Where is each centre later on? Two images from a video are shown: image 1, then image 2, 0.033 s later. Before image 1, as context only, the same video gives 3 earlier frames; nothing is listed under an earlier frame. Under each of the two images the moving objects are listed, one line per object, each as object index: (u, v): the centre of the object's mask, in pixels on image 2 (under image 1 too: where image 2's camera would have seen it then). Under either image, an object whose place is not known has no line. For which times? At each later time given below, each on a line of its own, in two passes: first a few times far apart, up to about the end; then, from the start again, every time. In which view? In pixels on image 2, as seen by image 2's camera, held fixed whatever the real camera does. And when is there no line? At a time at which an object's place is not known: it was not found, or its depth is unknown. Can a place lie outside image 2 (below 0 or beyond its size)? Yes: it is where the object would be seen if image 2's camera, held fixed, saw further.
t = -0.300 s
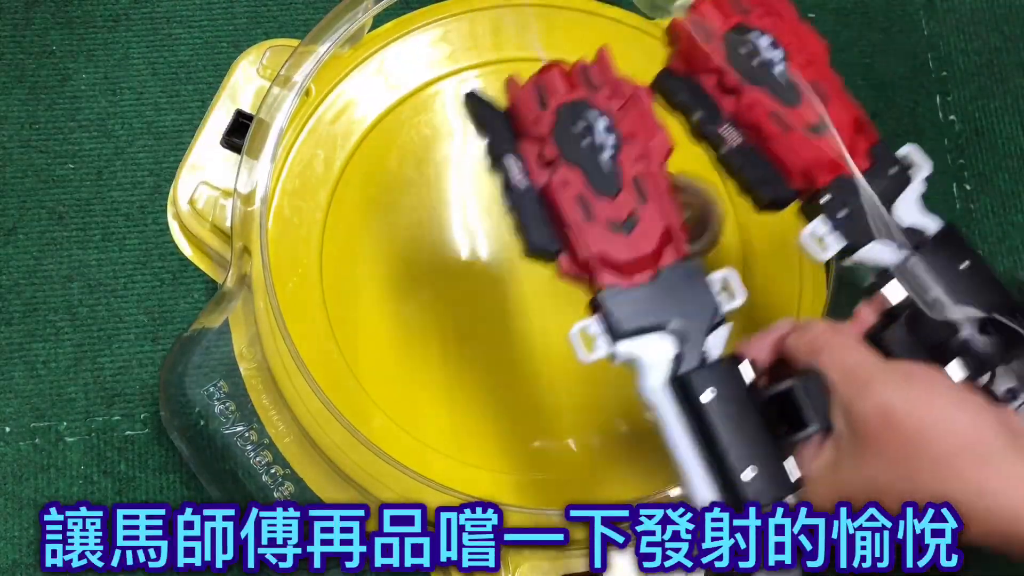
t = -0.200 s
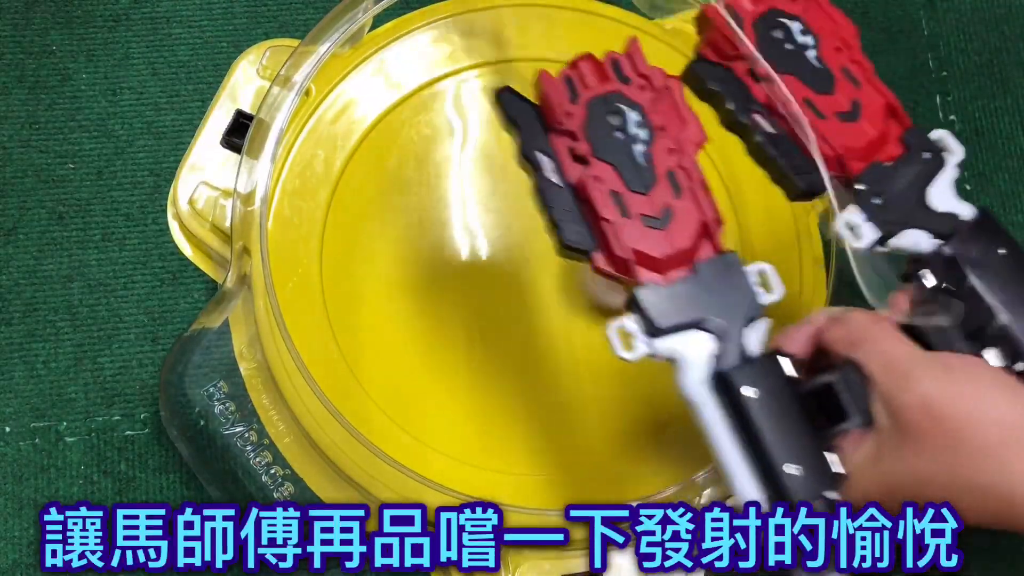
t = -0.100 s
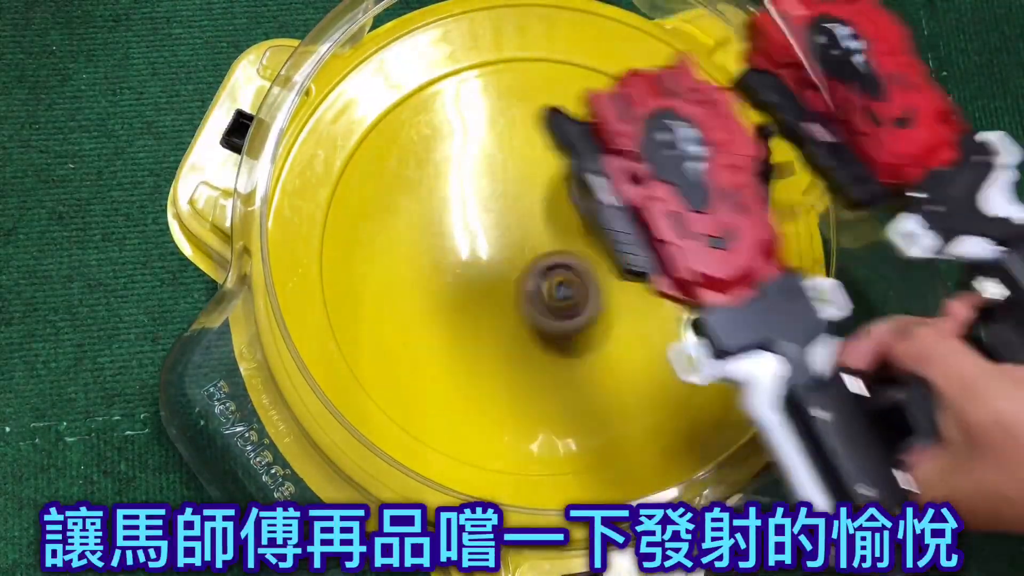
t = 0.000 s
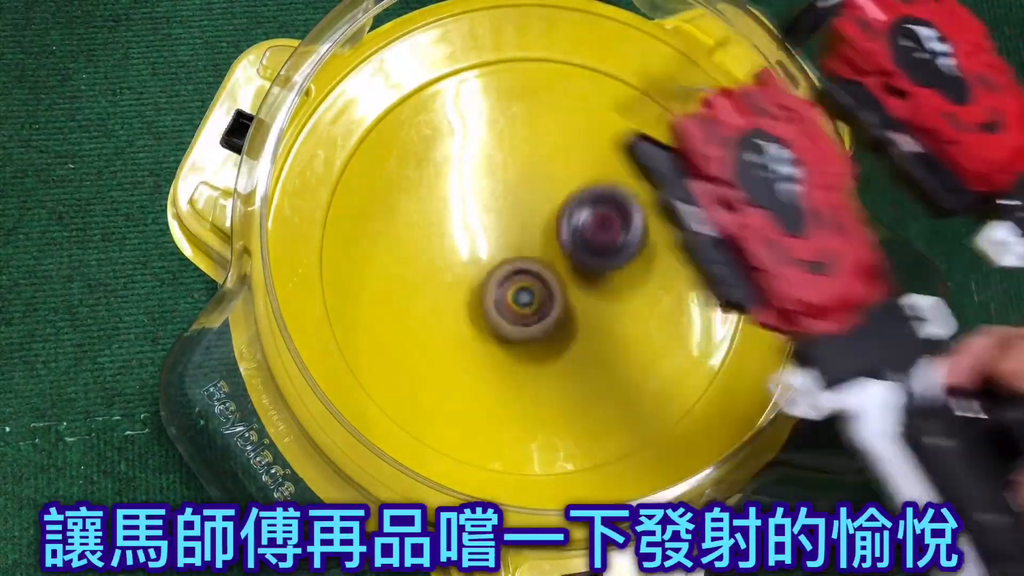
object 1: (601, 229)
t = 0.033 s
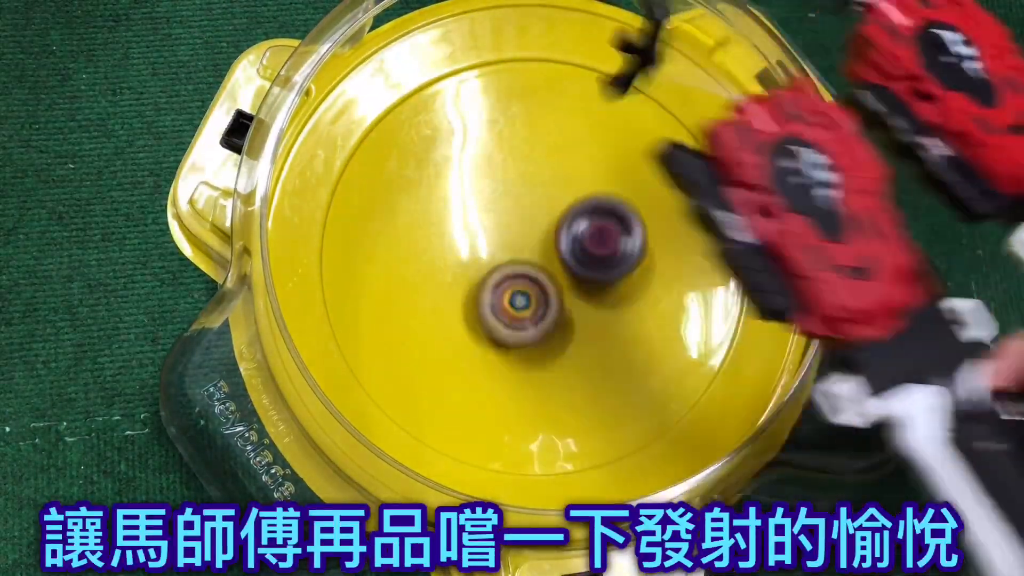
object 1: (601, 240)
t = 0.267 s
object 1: (578, 223)
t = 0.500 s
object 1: (627, 184)
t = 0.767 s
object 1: (576, 282)
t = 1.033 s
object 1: (654, 91)
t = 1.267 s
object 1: (646, 225)
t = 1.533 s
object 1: (601, 165)
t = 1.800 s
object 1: (649, 194)
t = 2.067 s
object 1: (533, 190)
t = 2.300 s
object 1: (551, 82)
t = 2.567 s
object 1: (647, 254)
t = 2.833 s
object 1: (448, 406)
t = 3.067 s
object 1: (331, 280)
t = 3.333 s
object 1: (451, 113)
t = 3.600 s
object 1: (536, 313)
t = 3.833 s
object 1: (402, 415)
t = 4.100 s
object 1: (392, 239)
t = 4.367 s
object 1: (585, 253)
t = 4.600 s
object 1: (622, 414)
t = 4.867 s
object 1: (427, 421)
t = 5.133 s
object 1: (417, 273)
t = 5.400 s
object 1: (603, 326)
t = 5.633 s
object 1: (615, 439)
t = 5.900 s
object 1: (490, 359)
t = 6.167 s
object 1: (579, 204)
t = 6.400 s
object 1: (622, 282)
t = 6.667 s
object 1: (487, 326)
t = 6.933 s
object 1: (468, 185)
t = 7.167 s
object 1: (595, 161)
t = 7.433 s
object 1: (630, 309)
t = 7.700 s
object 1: (513, 302)
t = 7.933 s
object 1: (499, 207)
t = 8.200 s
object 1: (600, 156)
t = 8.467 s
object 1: (616, 285)
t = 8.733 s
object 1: (554, 335)
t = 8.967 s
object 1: (496, 261)
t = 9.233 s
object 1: (626, 214)
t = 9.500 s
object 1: (657, 337)
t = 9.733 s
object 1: (516, 325)
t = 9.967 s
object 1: (472, 197)
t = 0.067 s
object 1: (599, 250)
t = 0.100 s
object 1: (595, 255)
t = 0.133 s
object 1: (590, 253)
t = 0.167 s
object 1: (586, 249)
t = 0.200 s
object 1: (581, 243)
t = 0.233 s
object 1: (579, 233)
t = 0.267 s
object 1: (578, 223)
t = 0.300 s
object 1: (579, 212)
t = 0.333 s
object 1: (582, 203)
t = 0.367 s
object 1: (588, 196)
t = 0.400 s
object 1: (596, 188)
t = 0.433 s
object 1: (606, 181)
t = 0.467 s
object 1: (617, 180)
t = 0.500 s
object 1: (627, 184)
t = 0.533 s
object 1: (636, 192)
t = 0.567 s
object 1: (643, 207)
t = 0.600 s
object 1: (644, 224)
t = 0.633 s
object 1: (640, 245)
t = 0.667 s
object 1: (628, 263)
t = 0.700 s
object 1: (610, 280)
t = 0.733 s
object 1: (585, 294)
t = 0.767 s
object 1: (576, 282)
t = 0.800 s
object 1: (584, 245)
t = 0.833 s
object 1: (591, 209)
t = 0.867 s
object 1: (601, 175)
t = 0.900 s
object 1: (613, 146)
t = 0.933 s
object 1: (625, 122)
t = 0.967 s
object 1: (636, 104)
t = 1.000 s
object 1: (647, 93)
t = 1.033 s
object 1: (654, 91)
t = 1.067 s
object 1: (653, 105)
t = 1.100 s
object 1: (652, 122)
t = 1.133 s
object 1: (650, 143)
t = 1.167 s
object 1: (649, 164)
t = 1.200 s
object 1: (650, 187)
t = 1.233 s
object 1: (650, 208)
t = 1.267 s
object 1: (646, 225)
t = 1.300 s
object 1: (635, 240)
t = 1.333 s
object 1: (620, 248)
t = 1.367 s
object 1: (616, 236)
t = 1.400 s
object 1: (611, 220)
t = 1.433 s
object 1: (606, 206)
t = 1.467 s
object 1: (602, 191)
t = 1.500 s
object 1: (600, 177)
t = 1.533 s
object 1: (601, 165)
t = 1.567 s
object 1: (604, 155)
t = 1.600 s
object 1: (610, 148)
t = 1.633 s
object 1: (617, 145)
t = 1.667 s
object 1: (628, 145)
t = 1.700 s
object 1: (638, 152)
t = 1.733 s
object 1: (647, 163)
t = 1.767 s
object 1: (651, 177)
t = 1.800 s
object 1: (649, 194)
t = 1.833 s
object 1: (640, 211)
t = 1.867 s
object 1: (623, 229)
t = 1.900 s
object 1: (601, 244)
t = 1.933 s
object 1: (576, 255)
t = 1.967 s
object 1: (568, 245)
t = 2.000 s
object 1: (558, 229)
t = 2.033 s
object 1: (546, 211)
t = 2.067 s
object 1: (533, 190)
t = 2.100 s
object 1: (524, 169)
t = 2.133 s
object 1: (517, 147)
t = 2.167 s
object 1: (515, 127)
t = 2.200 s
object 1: (517, 109)
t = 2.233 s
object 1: (524, 95)
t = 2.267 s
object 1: (536, 85)
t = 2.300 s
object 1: (551, 82)
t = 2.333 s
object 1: (569, 82)
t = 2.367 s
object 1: (590, 87)
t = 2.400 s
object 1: (610, 98)
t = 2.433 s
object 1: (629, 117)
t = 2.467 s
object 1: (645, 145)
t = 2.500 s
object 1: (653, 178)
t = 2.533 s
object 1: (652, 215)
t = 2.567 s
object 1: (647, 254)
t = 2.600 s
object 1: (637, 289)
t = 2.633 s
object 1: (620, 322)
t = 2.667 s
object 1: (599, 348)
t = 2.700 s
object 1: (572, 372)
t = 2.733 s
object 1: (541, 390)
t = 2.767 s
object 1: (509, 403)
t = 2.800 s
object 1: (477, 408)
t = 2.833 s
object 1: (448, 406)
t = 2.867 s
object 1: (418, 399)
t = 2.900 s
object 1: (395, 384)
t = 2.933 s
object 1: (374, 368)
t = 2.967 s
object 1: (360, 345)
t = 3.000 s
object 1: (348, 322)
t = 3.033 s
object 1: (339, 297)
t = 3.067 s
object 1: (331, 280)
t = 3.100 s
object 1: (330, 261)
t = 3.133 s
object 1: (334, 240)
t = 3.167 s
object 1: (345, 216)
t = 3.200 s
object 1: (358, 192)
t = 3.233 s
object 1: (375, 165)
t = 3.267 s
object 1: (395, 144)
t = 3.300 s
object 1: (422, 125)
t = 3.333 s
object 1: (451, 113)
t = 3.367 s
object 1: (483, 108)
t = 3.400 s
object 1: (518, 110)
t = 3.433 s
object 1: (557, 123)
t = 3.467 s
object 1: (566, 156)
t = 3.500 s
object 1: (565, 194)
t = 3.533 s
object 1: (559, 234)
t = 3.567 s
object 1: (551, 275)
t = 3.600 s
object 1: (536, 313)
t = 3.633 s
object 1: (519, 347)
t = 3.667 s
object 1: (499, 375)
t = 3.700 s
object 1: (478, 395)
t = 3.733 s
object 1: (457, 410)
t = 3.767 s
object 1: (438, 417)
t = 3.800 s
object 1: (419, 419)
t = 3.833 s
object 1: (402, 415)
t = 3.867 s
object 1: (391, 402)
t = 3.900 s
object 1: (384, 384)
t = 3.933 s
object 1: (379, 360)
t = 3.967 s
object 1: (377, 337)
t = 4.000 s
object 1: (377, 312)
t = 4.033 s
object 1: (381, 286)
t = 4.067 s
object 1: (384, 260)
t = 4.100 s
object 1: (392, 239)
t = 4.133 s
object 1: (403, 221)
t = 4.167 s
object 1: (421, 209)
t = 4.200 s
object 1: (445, 203)
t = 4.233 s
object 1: (472, 203)
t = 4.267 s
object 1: (501, 207)
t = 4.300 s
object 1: (530, 218)
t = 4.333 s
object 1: (559, 234)
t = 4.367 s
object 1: (585, 253)
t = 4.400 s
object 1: (607, 276)
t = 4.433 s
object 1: (625, 301)
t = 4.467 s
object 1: (635, 327)
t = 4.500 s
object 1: (640, 352)
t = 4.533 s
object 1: (638, 374)
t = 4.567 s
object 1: (632, 397)
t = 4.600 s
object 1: (622, 414)
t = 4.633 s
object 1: (606, 429)
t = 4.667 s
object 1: (585, 440)
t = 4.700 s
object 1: (560, 448)
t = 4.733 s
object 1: (535, 453)
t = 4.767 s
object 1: (509, 454)
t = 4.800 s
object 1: (482, 449)
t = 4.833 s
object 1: (454, 438)
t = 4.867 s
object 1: (427, 421)
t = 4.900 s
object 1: (407, 412)
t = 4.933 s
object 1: (396, 394)
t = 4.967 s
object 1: (387, 371)
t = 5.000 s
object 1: (381, 346)
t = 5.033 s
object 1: (382, 320)
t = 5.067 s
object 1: (389, 300)
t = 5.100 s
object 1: (399, 284)
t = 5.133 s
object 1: (417, 273)
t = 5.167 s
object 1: (439, 271)
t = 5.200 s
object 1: (464, 272)
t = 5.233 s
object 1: (490, 275)
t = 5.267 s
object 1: (516, 280)
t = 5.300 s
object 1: (539, 288)
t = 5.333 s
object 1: (564, 299)
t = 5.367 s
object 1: (583, 312)
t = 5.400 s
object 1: (603, 326)
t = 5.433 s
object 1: (617, 342)
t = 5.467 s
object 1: (628, 359)
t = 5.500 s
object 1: (634, 376)
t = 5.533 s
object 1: (636, 394)
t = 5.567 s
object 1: (633, 411)
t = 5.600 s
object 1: (626, 426)
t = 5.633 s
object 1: (615, 439)
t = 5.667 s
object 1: (601, 449)
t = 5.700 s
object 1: (581, 449)
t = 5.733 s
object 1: (560, 447)
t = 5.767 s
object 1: (540, 441)
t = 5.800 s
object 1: (521, 427)
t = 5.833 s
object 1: (506, 408)
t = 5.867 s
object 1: (495, 384)
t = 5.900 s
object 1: (490, 359)
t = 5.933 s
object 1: (490, 334)
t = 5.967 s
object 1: (494, 308)
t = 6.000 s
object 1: (504, 283)
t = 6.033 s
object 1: (517, 258)
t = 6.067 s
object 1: (532, 236)
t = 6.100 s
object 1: (551, 219)
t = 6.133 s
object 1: (573, 203)
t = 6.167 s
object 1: (579, 204)
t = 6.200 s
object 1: (581, 210)
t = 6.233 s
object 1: (586, 217)
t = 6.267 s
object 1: (593, 223)
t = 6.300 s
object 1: (603, 230)
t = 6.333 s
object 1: (614, 237)
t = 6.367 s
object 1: (622, 259)
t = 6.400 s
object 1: (622, 282)
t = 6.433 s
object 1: (617, 303)
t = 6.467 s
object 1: (605, 321)
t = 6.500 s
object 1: (588, 334)
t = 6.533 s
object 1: (568, 342)
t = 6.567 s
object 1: (547, 346)
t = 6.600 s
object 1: (525, 344)
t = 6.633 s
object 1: (505, 337)
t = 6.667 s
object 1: (487, 326)
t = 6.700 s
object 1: (472, 313)
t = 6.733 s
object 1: (460, 295)
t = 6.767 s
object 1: (451, 277)
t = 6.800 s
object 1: (448, 258)
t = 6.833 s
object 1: (448, 239)
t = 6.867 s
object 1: (451, 219)
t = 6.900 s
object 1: (458, 201)
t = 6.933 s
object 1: (468, 185)
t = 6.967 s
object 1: (482, 171)
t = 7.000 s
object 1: (498, 160)
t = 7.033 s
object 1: (516, 153)
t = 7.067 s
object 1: (535, 149)
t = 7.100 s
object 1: (556, 150)
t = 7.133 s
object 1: (575, 153)
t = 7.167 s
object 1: (595, 161)
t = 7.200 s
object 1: (612, 173)
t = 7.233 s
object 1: (626, 188)
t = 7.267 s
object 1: (637, 207)
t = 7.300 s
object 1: (645, 227)
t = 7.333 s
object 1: (648, 248)
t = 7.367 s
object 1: (646, 270)
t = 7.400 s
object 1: (640, 291)
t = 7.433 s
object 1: (630, 309)
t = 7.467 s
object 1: (616, 327)
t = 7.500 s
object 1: (600, 340)
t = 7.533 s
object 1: (580, 350)
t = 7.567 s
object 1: (568, 347)
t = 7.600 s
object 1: (555, 336)
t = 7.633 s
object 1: (541, 326)
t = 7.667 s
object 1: (527, 316)
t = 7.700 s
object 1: (513, 302)
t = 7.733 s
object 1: (504, 289)
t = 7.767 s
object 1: (496, 274)
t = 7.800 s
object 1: (492, 259)
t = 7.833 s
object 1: (490, 244)
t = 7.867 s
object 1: (491, 229)
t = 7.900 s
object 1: (494, 217)
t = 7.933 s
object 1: (499, 207)
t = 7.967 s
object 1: (505, 199)
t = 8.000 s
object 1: (514, 189)
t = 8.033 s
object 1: (526, 178)
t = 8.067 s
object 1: (538, 169)
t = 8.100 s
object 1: (552, 162)
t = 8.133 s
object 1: (566, 157)
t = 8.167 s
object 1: (583, 154)
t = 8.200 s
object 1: (600, 156)
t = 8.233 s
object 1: (617, 161)
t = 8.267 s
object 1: (631, 173)
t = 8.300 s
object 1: (641, 188)
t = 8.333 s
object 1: (647, 207)
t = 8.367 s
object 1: (648, 229)
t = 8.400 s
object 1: (642, 250)
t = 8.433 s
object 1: (631, 269)
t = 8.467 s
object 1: (616, 285)
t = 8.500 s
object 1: (598, 299)
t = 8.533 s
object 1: (577, 308)
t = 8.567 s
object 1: (559, 313)
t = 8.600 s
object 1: (564, 319)
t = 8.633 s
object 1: (570, 325)
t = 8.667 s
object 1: (570, 329)
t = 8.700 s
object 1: (565, 332)
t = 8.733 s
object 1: (554, 335)
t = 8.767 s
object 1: (540, 335)
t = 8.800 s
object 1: (525, 330)
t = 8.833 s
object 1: (512, 321)
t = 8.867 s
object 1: (502, 309)
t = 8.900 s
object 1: (496, 294)
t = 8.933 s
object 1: (494, 278)
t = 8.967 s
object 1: (496, 261)
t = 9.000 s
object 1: (501, 245)
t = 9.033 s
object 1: (509, 230)
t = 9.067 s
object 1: (521, 219)
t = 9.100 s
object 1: (546, 210)
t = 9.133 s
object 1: (569, 206)
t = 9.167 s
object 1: (590, 205)
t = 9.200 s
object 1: (609, 208)
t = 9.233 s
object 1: (626, 214)
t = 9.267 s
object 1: (641, 224)
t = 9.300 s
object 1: (655, 236)
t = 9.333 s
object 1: (667, 250)
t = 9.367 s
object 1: (675, 266)
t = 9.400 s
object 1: (678, 284)
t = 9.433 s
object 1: (676, 303)
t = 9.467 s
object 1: (669, 321)
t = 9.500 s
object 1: (657, 337)
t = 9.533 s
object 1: (640, 349)
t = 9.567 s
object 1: (620, 356)
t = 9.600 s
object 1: (599, 358)
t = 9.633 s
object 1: (576, 356)
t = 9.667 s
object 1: (554, 349)
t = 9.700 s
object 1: (534, 339)
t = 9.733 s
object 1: (516, 325)
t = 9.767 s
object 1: (501, 310)
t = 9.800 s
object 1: (489, 293)
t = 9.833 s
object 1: (480, 274)
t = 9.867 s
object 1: (474, 254)
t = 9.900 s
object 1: (471, 234)
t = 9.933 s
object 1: (470, 215)
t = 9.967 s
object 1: (472, 197)
